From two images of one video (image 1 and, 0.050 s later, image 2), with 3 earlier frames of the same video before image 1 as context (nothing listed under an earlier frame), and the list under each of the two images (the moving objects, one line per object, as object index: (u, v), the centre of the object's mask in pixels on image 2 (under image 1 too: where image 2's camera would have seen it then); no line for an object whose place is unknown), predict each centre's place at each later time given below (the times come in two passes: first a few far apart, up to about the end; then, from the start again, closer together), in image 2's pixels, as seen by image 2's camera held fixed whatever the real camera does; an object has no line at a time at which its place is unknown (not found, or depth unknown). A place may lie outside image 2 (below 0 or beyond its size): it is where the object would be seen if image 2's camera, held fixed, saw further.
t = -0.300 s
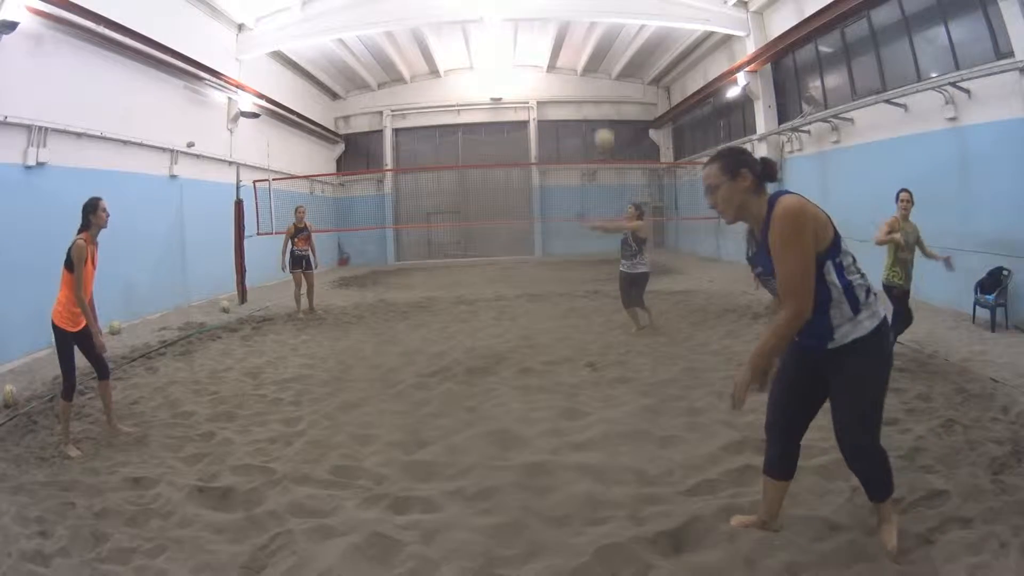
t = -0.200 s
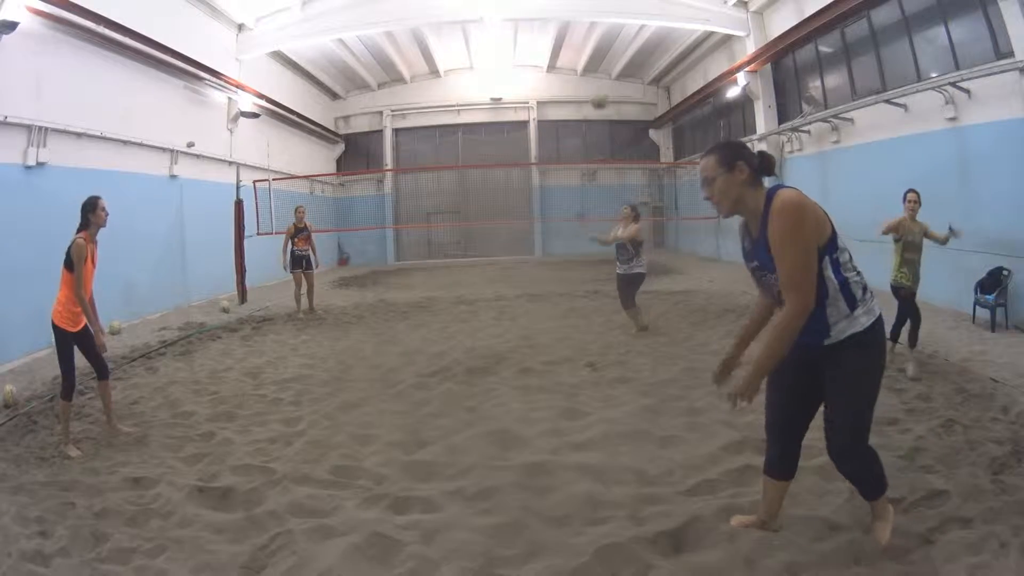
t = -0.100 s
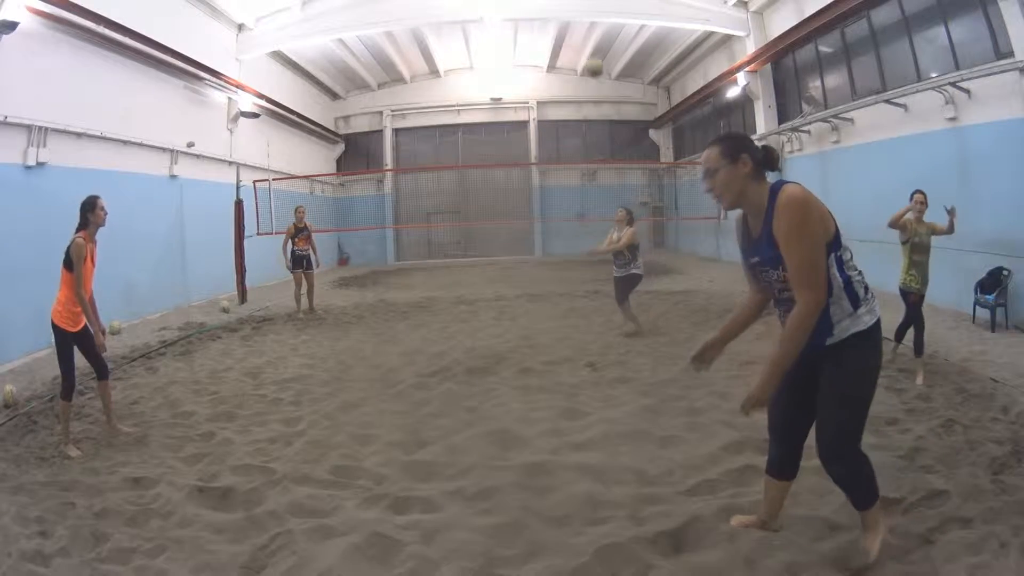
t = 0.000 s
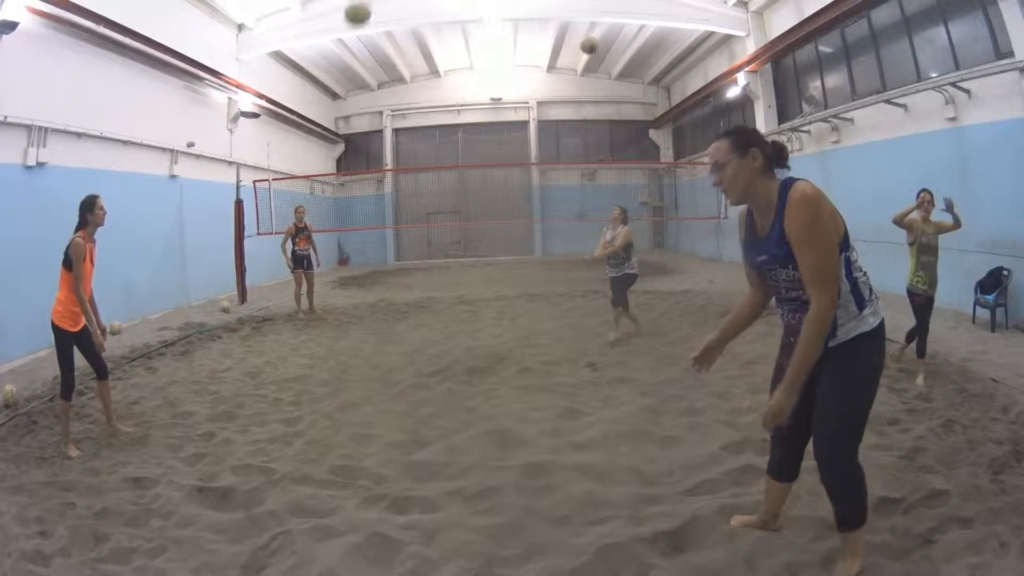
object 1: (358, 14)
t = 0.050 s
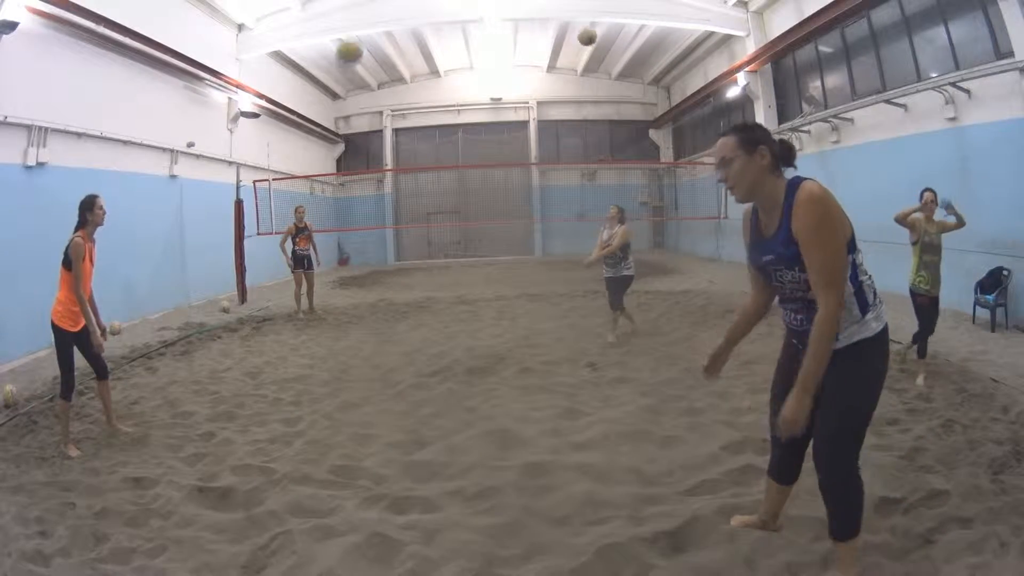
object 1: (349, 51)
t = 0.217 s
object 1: (331, 201)
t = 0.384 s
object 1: (335, 371)
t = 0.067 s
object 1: (347, 65)
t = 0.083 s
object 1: (345, 82)
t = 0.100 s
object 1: (343, 93)
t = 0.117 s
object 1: (341, 108)
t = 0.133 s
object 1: (338, 124)
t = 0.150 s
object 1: (338, 139)
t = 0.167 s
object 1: (337, 151)
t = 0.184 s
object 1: (335, 172)
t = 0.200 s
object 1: (333, 187)
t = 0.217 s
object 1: (331, 201)
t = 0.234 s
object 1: (331, 220)
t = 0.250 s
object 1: (331, 237)
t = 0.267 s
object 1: (331, 253)
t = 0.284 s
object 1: (331, 272)
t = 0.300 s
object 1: (331, 289)
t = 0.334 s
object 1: (332, 319)
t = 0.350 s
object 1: (333, 337)
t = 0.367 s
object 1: (333, 361)
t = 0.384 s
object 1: (335, 371)
